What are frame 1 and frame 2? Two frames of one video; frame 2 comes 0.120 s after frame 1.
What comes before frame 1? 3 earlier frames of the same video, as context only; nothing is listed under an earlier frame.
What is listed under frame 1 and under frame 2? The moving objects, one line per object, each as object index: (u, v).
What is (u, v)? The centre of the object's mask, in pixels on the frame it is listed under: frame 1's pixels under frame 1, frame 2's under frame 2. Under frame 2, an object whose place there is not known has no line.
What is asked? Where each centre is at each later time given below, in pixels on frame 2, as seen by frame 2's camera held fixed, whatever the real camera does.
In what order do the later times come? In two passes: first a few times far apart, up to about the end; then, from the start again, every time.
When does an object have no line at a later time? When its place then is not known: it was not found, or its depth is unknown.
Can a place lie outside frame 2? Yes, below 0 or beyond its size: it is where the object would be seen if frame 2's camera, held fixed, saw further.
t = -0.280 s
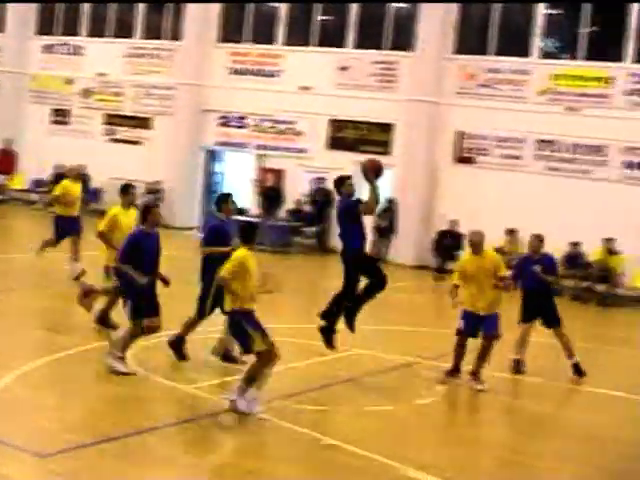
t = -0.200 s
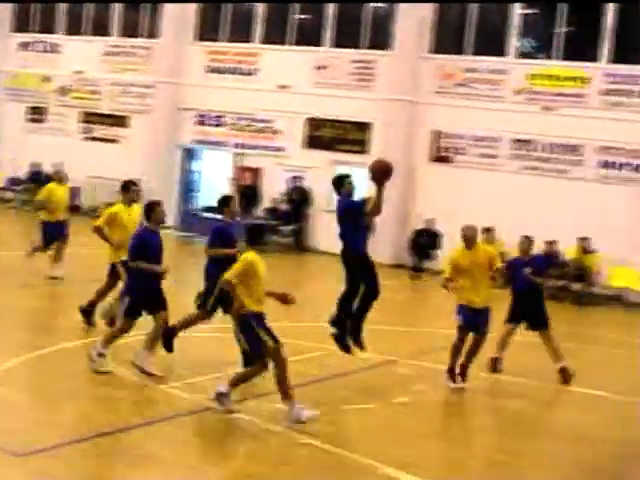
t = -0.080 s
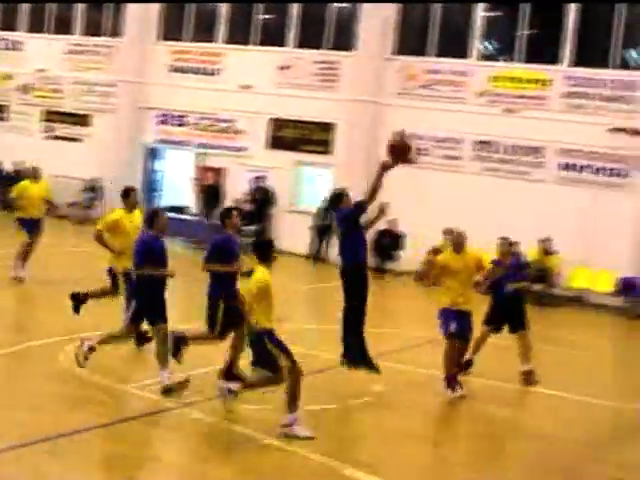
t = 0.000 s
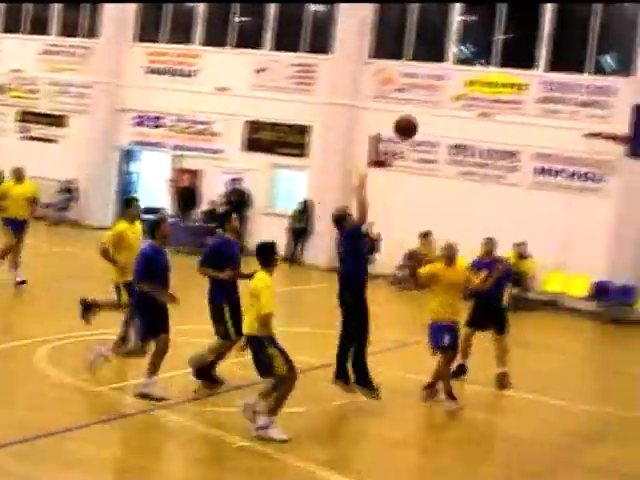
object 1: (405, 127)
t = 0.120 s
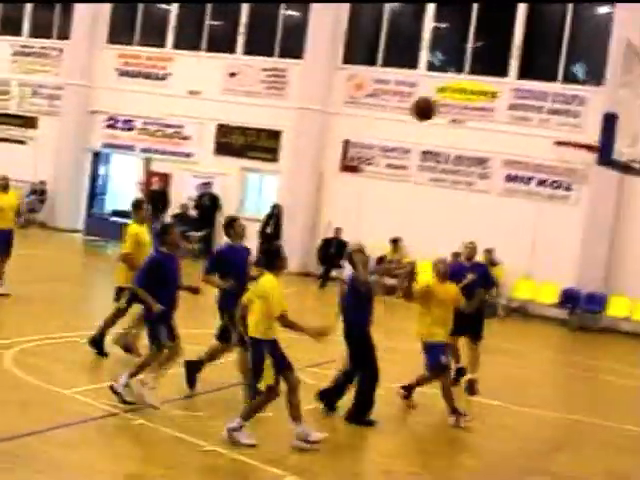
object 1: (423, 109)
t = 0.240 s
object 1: (469, 99)
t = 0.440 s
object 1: (546, 114)
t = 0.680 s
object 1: (599, 131)
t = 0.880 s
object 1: (589, 129)
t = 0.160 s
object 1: (438, 104)
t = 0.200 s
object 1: (454, 102)
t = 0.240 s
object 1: (469, 99)
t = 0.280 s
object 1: (485, 97)
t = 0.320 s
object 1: (500, 98)
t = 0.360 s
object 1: (515, 102)
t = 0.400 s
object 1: (530, 107)
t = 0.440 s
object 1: (546, 114)
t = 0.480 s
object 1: (561, 121)
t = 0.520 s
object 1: (576, 130)
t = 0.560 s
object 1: (586, 135)
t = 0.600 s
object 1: (593, 134)
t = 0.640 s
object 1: (596, 133)
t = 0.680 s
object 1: (599, 131)
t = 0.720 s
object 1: (598, 128)
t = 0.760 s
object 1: (596, 126)
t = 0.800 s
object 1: (593, 125)
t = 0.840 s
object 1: (592, 126)
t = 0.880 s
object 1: (589, 129)
